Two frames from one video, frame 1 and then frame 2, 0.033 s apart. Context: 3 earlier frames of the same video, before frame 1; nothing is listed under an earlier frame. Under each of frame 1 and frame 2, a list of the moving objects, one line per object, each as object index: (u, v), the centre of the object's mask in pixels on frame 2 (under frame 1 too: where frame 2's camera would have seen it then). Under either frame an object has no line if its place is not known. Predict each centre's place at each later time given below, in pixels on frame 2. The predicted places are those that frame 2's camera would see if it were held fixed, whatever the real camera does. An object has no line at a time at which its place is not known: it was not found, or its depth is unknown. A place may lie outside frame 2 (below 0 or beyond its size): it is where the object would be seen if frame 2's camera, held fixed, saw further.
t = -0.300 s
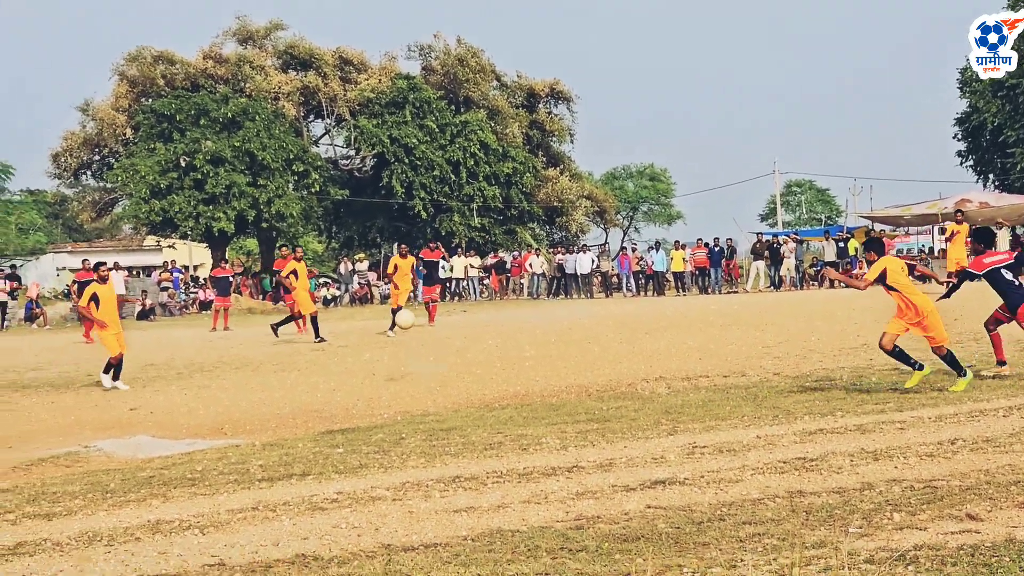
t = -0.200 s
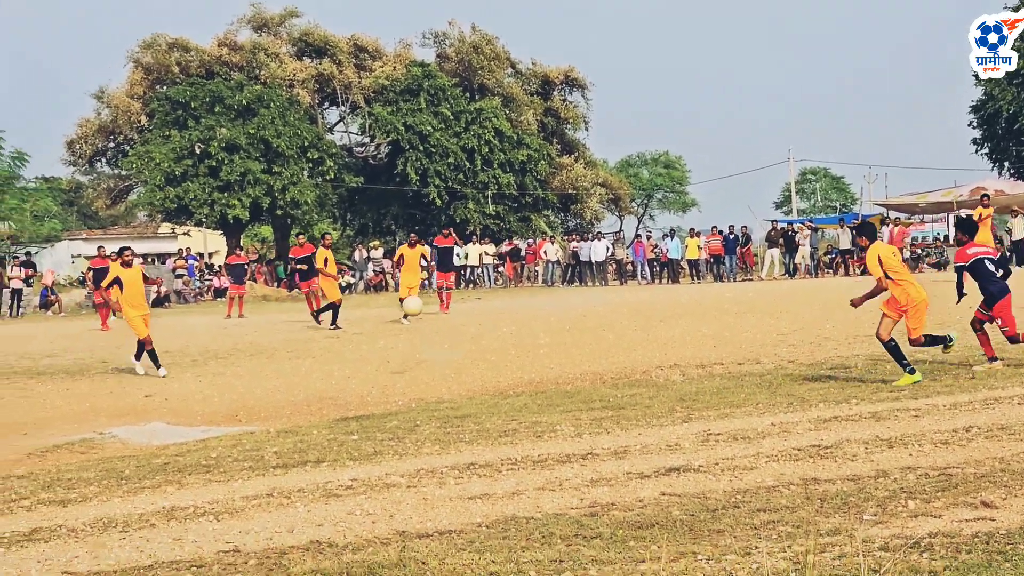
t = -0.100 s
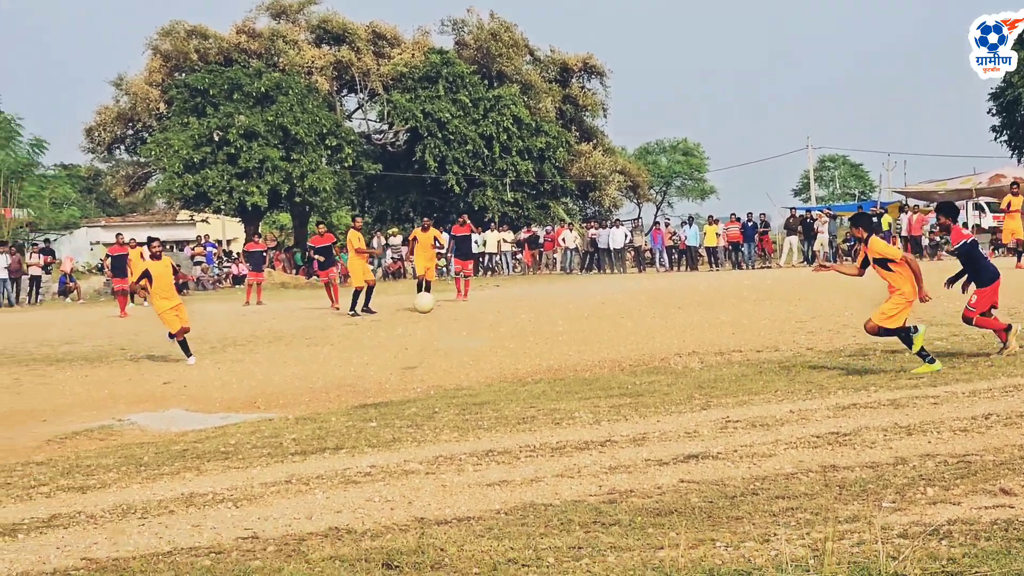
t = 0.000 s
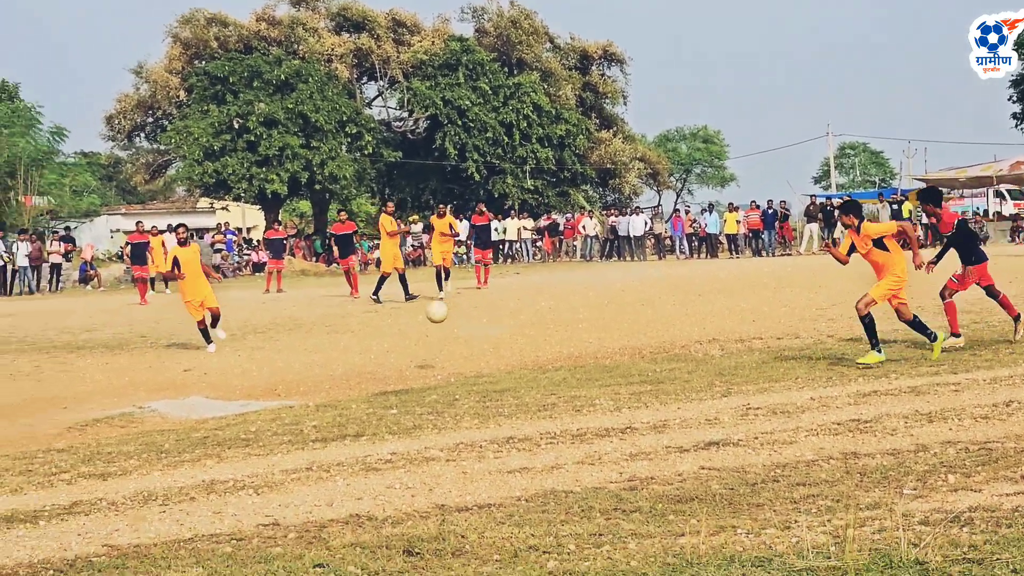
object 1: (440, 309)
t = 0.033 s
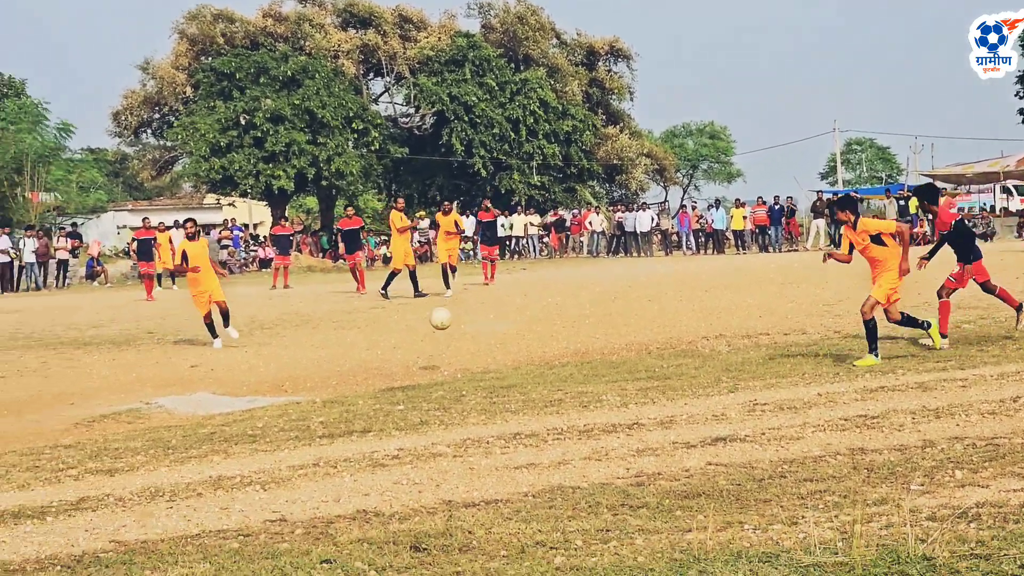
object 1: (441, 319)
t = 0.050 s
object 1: (441, 324)
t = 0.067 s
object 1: (441, 328)
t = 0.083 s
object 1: (442, 333)
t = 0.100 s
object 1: (442, 339)
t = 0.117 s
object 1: (442, 346)
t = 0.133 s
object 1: (442, 354)
